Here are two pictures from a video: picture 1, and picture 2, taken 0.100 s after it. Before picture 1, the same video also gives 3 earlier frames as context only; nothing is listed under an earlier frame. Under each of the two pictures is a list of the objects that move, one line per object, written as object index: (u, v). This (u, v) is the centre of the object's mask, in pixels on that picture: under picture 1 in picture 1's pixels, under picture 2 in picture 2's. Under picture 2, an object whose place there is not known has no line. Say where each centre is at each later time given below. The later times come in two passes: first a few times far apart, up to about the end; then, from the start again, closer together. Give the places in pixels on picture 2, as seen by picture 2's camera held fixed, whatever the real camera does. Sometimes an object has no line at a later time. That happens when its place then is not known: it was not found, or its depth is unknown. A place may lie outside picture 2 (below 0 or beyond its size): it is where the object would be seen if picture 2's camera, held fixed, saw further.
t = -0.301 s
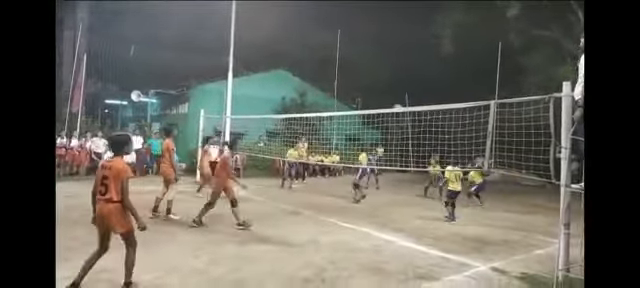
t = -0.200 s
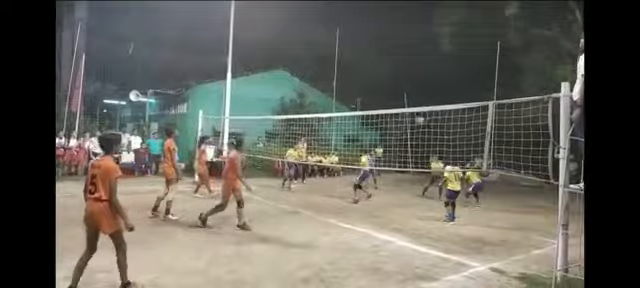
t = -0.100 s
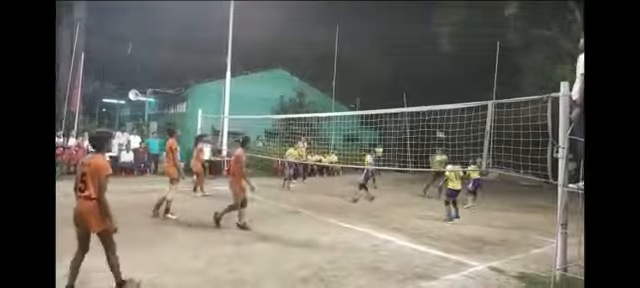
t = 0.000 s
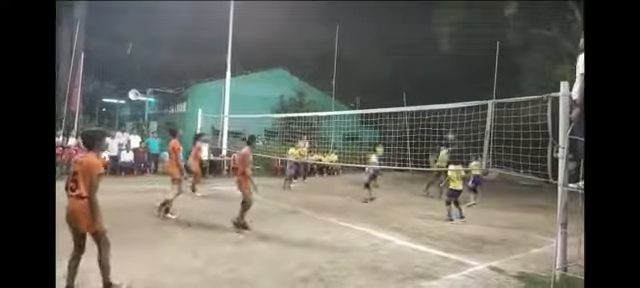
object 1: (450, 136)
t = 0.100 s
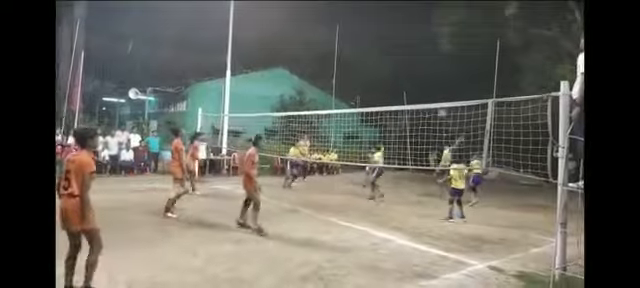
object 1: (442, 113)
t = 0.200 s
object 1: (434, 93)
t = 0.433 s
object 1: (415, 62)
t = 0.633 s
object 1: (397, 50)
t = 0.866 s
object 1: (376, 52)
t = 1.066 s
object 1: (357, 69)
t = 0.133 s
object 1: (441, 111)
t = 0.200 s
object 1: (434, 93)
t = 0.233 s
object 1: (431, 88)
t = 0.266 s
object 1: (429, 83)
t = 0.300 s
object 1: (426, 77)
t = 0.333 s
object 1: (423, 73)
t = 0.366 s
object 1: (420, 69)
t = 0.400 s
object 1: (417, 65)
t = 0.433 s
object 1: (415, 62)
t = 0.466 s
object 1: (412, 59)
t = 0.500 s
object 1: (409, 57)
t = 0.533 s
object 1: (406, 55)
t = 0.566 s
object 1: (403, 53)
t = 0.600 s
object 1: (400, 51)
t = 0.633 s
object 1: (397, 50)
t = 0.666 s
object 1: (394, 49)
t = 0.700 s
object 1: (391, 49)
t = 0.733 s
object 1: (388, 49)
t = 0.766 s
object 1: (385, 49)
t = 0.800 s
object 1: (382, 50)
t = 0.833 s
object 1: (379, 51)
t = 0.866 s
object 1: (376, 52)
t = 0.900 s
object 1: (373, 54)
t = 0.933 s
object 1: (370, 56)
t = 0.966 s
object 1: (367, 59)
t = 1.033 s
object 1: (361, 65)
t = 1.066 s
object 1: (357, 69)
